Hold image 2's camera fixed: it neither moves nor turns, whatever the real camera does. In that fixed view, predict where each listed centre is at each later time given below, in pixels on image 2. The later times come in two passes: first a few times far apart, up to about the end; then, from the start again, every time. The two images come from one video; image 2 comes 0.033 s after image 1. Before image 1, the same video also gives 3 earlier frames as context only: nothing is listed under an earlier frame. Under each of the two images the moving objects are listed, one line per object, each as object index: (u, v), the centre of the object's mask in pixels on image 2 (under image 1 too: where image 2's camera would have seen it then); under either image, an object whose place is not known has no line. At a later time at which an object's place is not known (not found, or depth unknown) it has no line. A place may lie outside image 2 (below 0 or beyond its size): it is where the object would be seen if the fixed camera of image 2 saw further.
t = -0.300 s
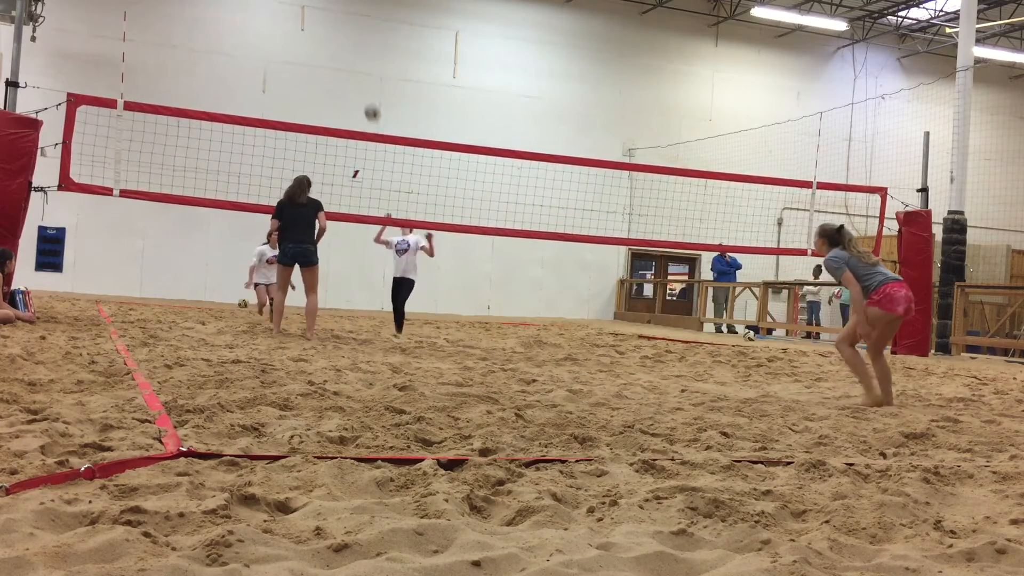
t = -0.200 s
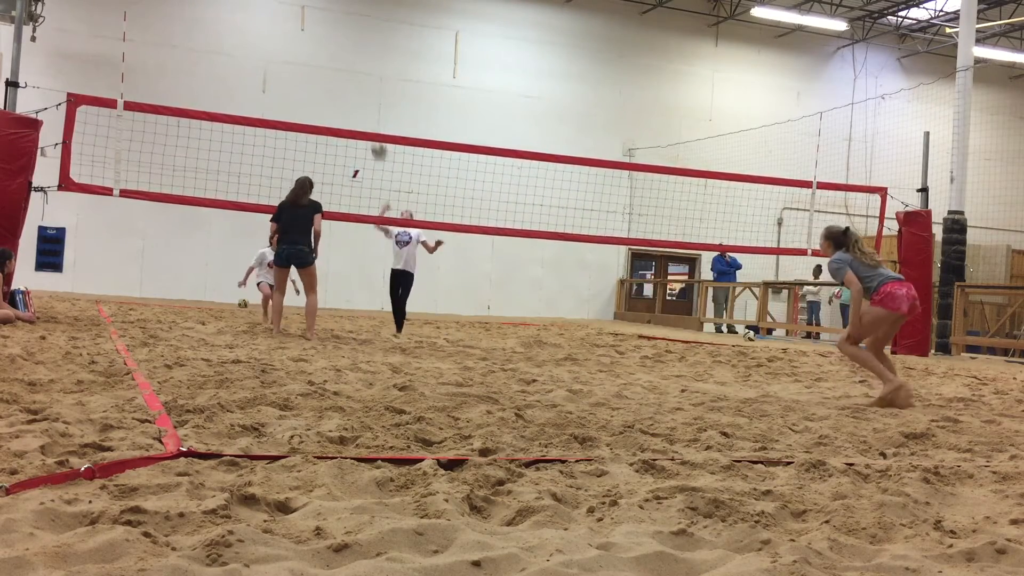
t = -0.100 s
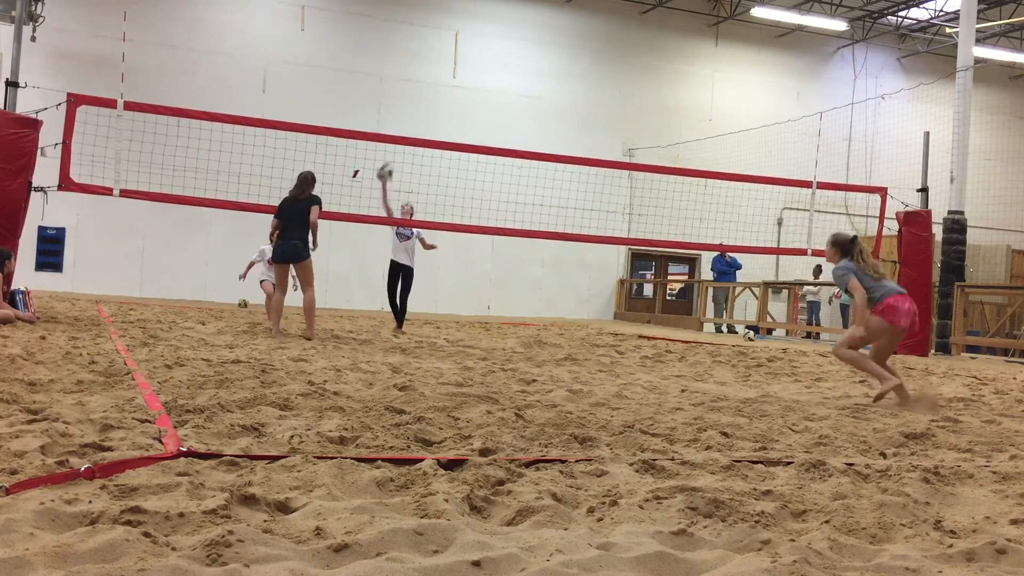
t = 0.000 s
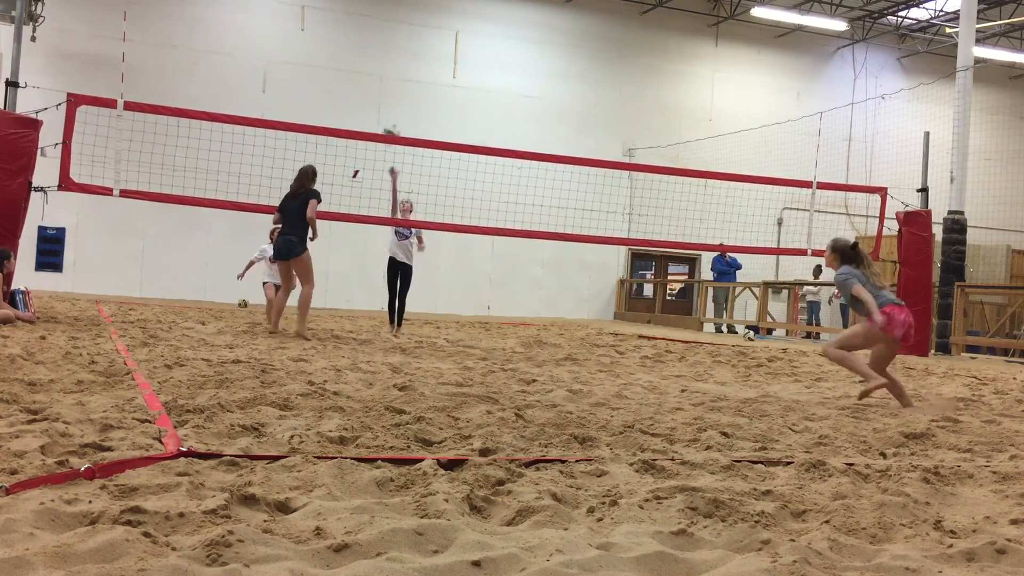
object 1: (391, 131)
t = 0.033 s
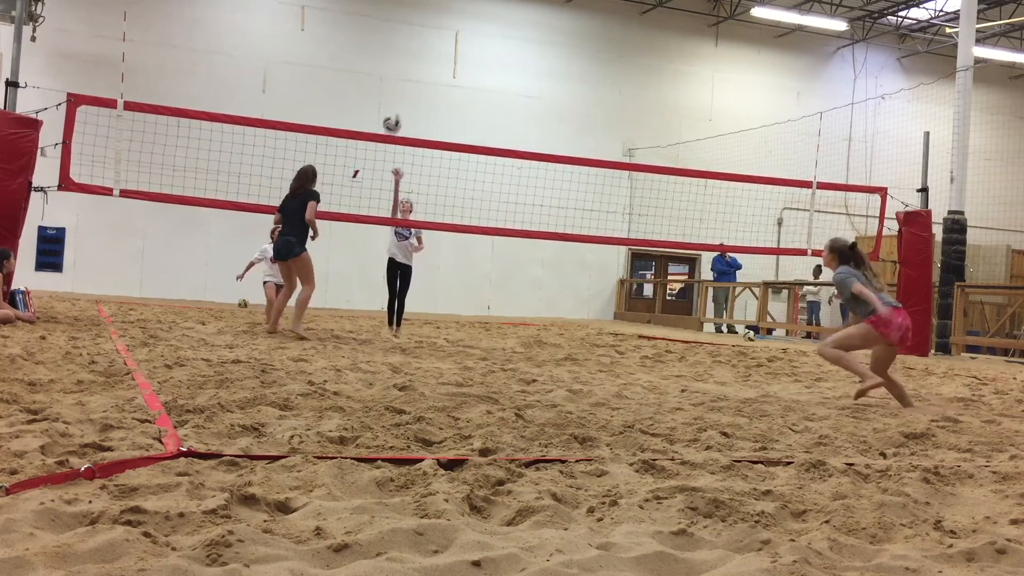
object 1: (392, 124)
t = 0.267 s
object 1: (404, 67)
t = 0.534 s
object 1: (420, 69)
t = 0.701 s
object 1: (433, 139)
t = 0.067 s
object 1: (394, 113)
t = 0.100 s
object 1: (395, 103)
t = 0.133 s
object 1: (398, 94)
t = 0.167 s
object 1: (399, 86)
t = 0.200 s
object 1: (401, 79)
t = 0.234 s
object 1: (402, 73)
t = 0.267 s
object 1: (404, 67)
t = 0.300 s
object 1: (406, 62)
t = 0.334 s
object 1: (408, 58)
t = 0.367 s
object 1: (410, 57)
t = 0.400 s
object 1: (412, 57)
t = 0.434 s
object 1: (413, 57)
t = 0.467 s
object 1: (416, 59)
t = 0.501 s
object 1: (418, 63)
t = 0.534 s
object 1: (420, 69)
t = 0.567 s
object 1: (422, 78)
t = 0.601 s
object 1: (424, 89)
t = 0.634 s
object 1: (427, 102)
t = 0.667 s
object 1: (430, 116)
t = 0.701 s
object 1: (433, 139)
